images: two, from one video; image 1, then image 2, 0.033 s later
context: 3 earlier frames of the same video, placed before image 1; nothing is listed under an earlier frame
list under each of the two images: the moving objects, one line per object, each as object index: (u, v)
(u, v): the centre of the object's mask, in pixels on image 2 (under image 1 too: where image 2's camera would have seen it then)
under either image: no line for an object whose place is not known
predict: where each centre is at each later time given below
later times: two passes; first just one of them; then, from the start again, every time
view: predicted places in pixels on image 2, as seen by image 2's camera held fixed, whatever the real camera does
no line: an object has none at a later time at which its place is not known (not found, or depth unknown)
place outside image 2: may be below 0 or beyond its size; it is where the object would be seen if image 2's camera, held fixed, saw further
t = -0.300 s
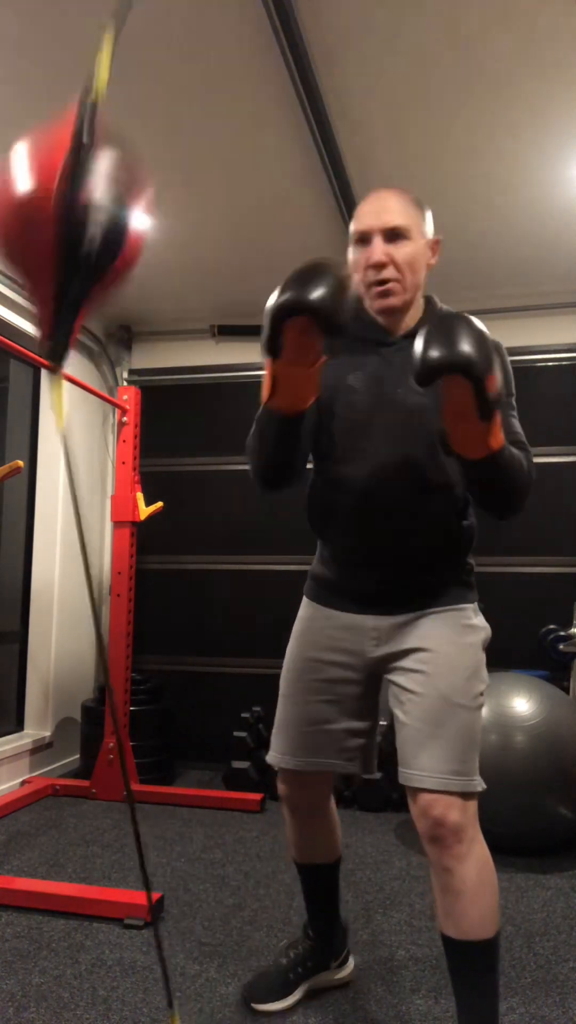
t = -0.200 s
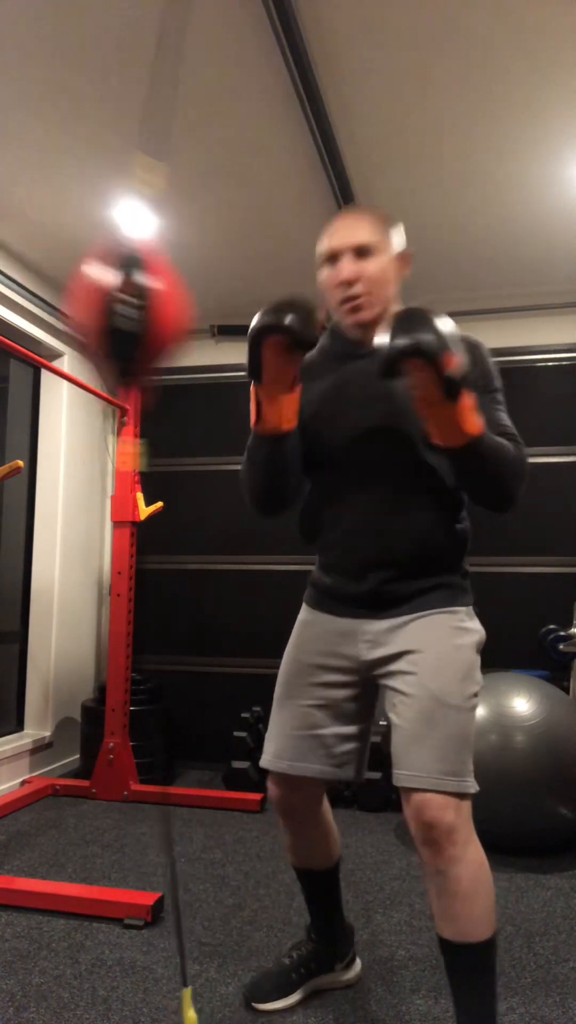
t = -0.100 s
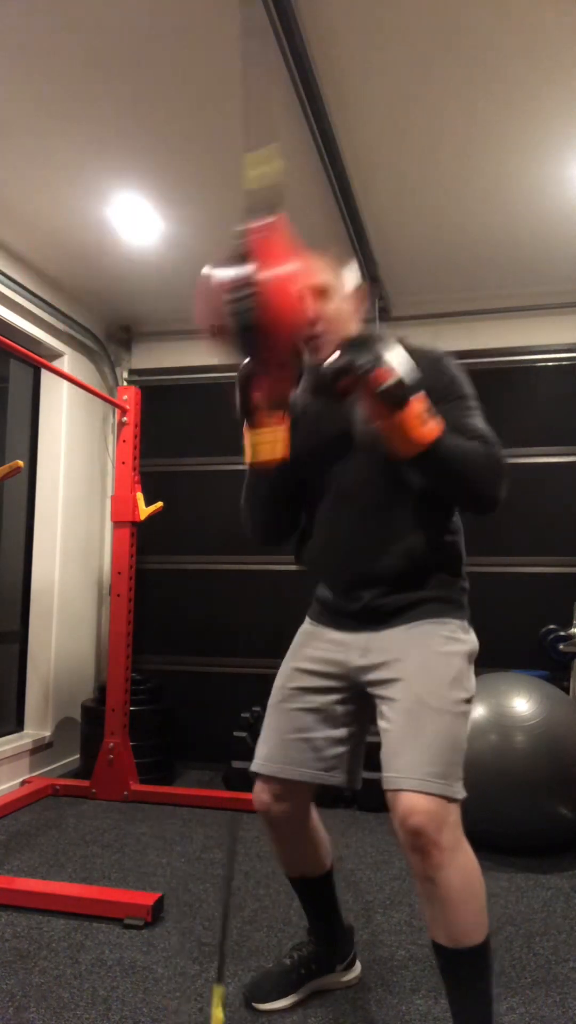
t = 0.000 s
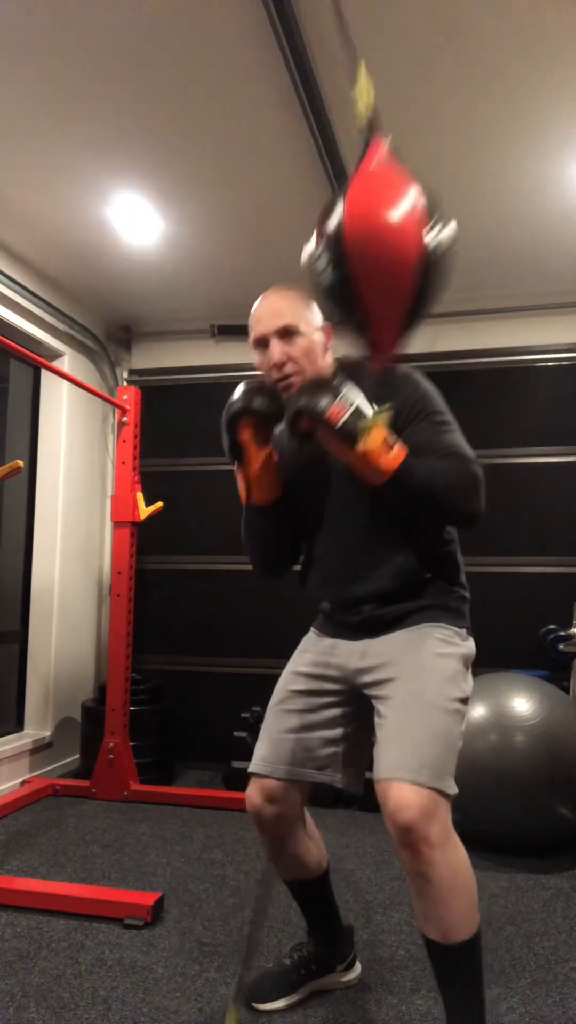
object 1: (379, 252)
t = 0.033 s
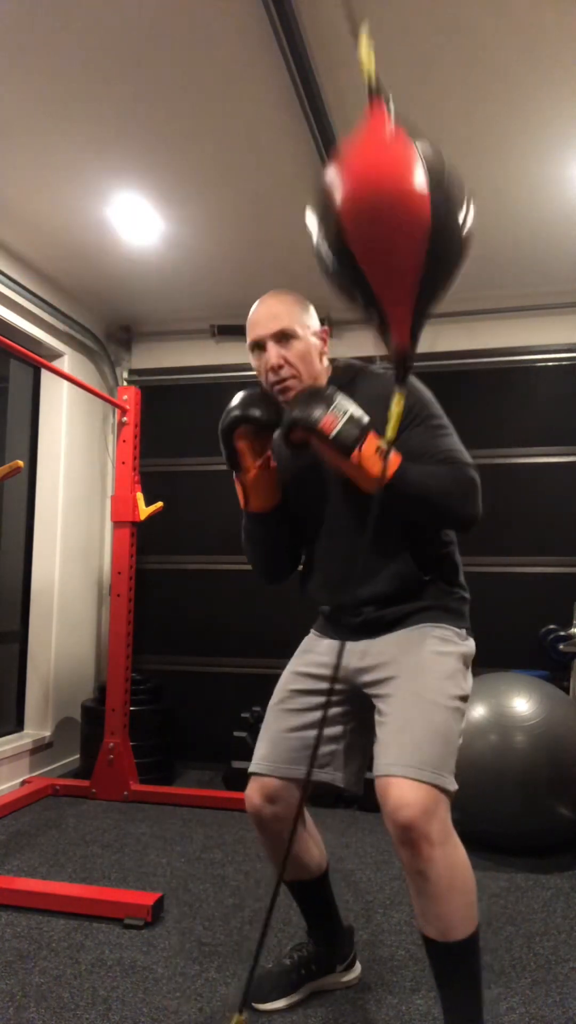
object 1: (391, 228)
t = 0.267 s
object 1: (84, 272)
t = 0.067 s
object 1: (370, 188)
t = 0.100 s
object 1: (323, 155)
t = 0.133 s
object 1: (244, 133)
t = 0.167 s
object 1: (175, 152)
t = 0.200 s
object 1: (123, 183)
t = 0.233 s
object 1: (89, 233)
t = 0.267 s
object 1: (84, 272)
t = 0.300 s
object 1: (104, 293)
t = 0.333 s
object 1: (134, 301)
